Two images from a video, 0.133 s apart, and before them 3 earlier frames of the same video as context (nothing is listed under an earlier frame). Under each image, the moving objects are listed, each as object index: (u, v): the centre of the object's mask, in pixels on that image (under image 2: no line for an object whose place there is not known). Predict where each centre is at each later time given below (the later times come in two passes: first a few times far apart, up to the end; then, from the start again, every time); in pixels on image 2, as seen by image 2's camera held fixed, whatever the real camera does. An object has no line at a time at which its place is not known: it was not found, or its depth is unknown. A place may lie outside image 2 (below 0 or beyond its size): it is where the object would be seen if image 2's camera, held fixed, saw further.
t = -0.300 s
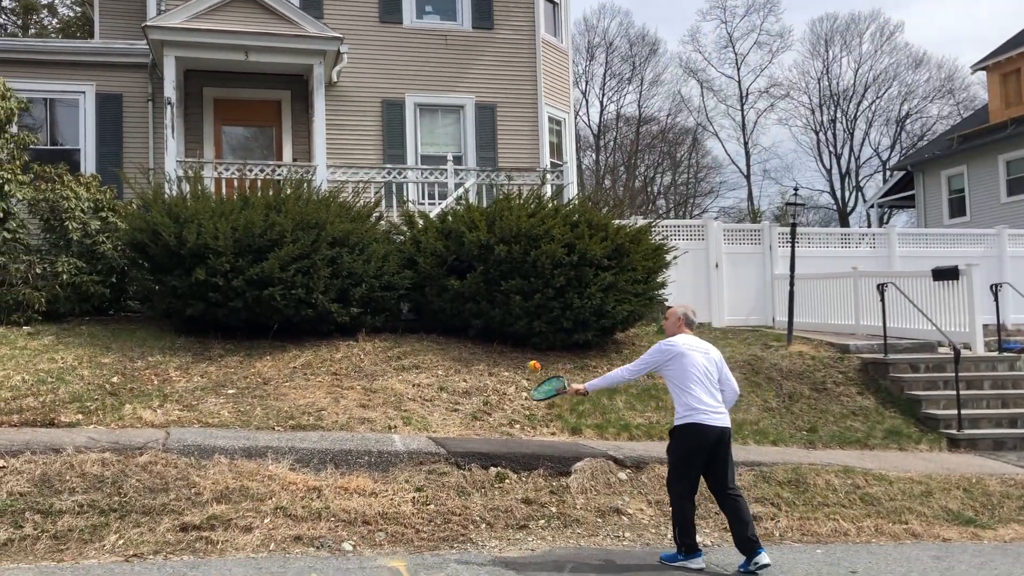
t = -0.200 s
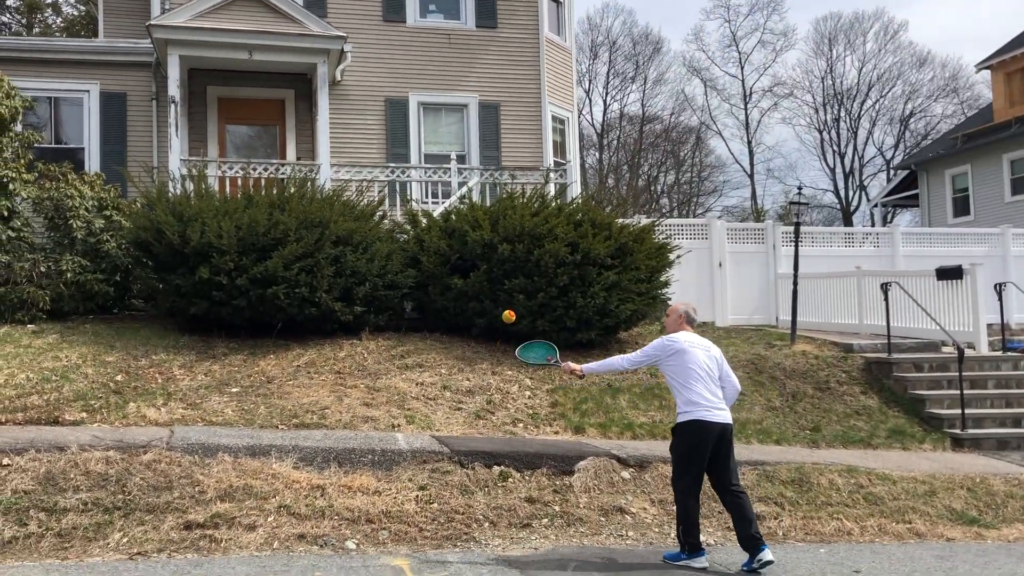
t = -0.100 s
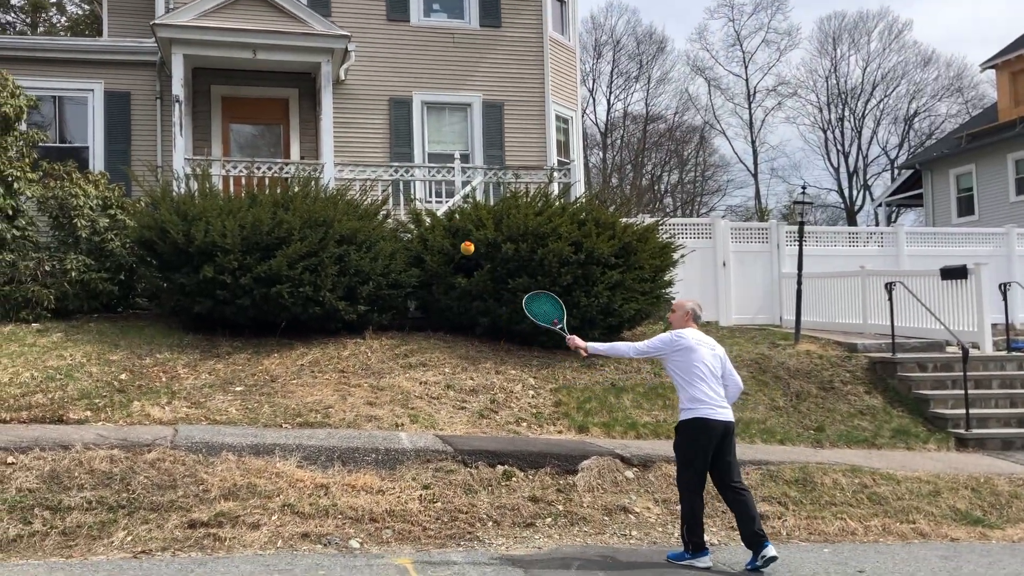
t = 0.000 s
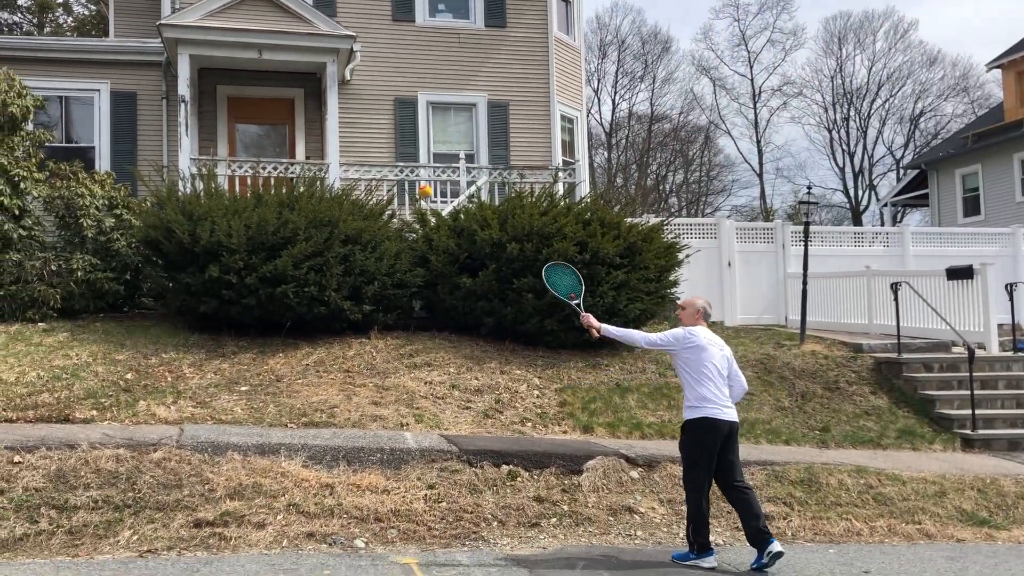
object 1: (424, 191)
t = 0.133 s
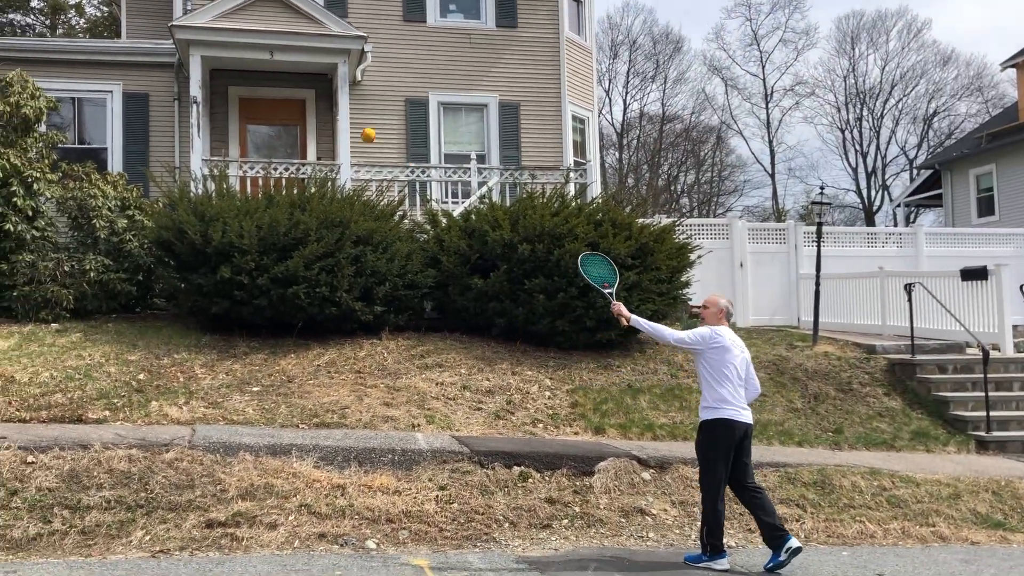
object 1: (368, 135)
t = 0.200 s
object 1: (333, 115)
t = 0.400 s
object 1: (220, 99)
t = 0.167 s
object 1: (351, 125)
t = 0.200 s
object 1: (333, 115)
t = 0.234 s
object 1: (316, 108)
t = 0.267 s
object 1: (297, 103)
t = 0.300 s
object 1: (278, 99)
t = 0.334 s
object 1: (259, 97)
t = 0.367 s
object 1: (240, 97)
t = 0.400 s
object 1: (220, 99)
